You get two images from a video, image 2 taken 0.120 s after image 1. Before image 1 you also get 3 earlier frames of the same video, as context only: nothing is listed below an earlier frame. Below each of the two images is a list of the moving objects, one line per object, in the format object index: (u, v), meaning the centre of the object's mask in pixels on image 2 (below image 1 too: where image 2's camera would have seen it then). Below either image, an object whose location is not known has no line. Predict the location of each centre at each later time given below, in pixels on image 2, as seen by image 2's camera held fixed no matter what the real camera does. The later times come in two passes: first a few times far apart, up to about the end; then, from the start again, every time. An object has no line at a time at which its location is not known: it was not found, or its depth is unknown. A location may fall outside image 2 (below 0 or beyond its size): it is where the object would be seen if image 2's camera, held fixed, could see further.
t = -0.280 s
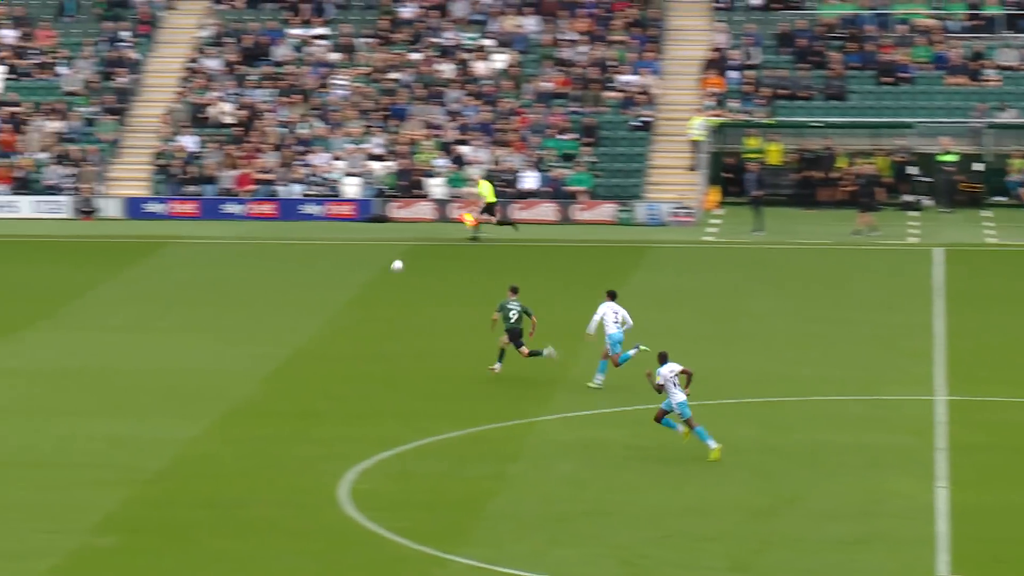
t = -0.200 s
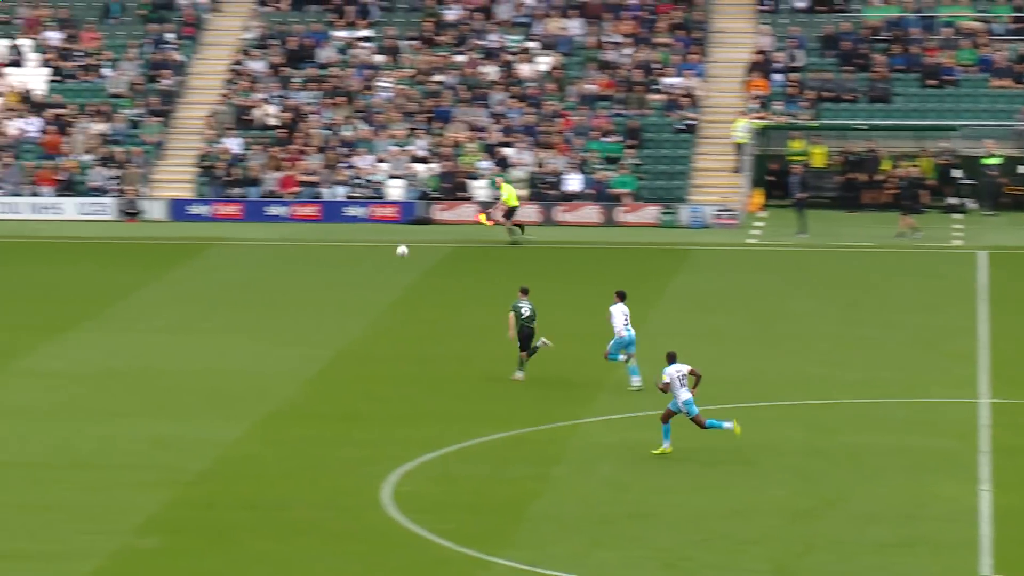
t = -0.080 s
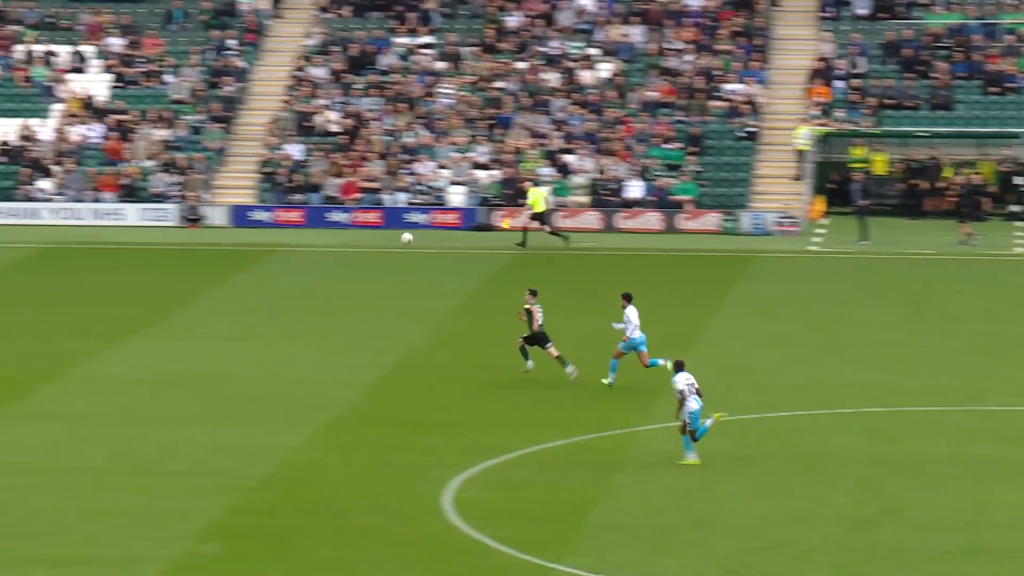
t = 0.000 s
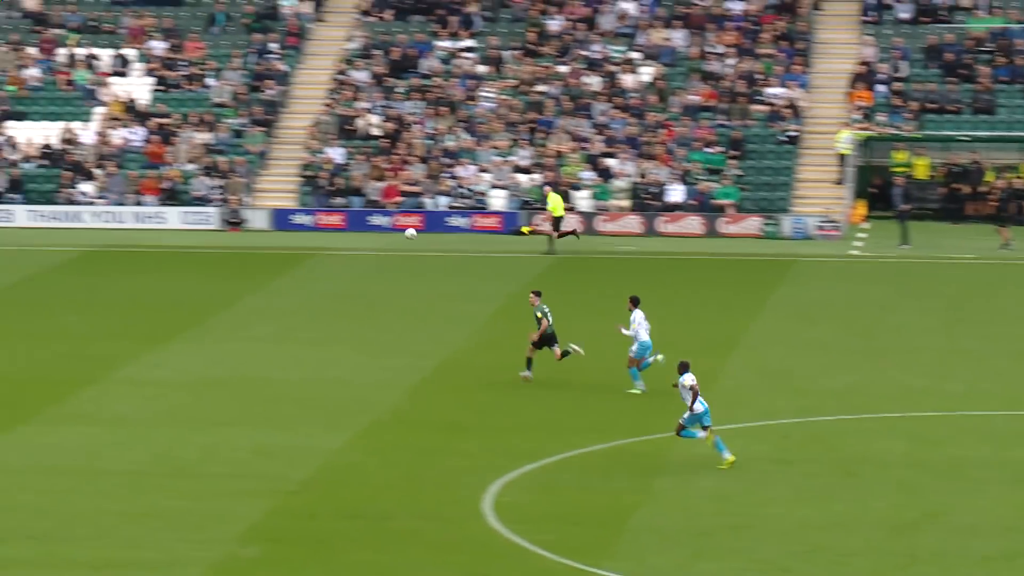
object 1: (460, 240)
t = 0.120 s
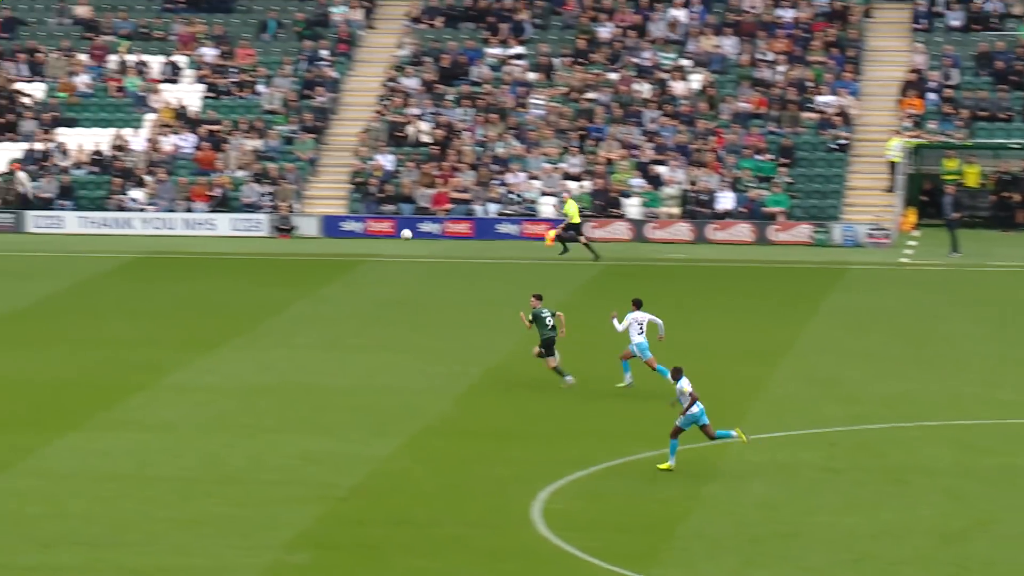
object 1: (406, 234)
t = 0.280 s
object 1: (336, 237)
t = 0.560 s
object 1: (219, 272)
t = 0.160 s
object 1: (388, 234)
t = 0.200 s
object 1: (371, 234)
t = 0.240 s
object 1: (353, 235)
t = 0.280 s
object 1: (336, 237)
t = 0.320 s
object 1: (319, 239)
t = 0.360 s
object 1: (302, 243)
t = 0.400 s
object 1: (285, 247)
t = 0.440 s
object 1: (268, 252)
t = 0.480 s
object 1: (252, 258)
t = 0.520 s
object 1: (236, 264)
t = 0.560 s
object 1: (219, 272)
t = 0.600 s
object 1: (203, 280)
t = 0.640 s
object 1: (187, 289)
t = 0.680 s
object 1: (171, 298)
